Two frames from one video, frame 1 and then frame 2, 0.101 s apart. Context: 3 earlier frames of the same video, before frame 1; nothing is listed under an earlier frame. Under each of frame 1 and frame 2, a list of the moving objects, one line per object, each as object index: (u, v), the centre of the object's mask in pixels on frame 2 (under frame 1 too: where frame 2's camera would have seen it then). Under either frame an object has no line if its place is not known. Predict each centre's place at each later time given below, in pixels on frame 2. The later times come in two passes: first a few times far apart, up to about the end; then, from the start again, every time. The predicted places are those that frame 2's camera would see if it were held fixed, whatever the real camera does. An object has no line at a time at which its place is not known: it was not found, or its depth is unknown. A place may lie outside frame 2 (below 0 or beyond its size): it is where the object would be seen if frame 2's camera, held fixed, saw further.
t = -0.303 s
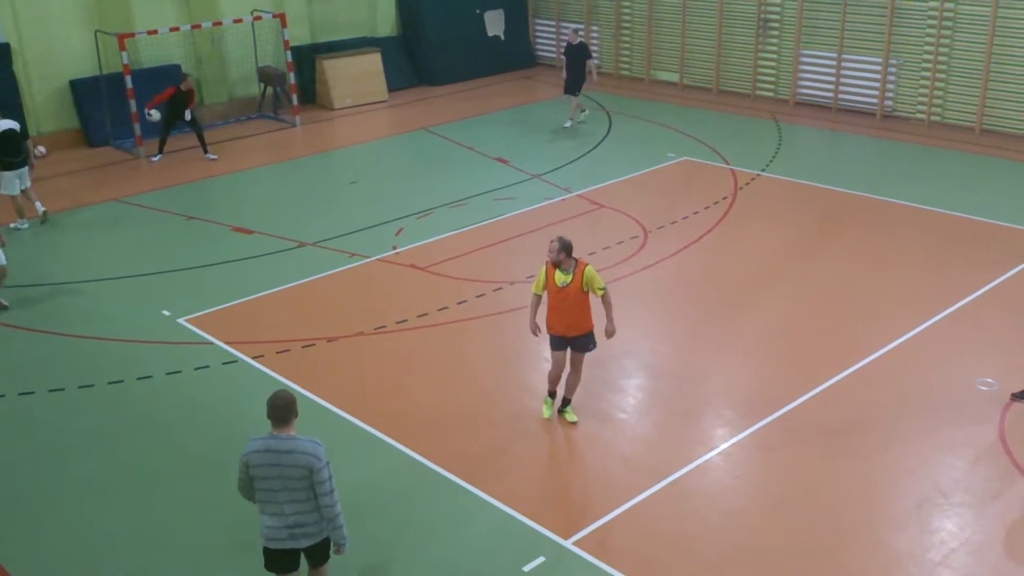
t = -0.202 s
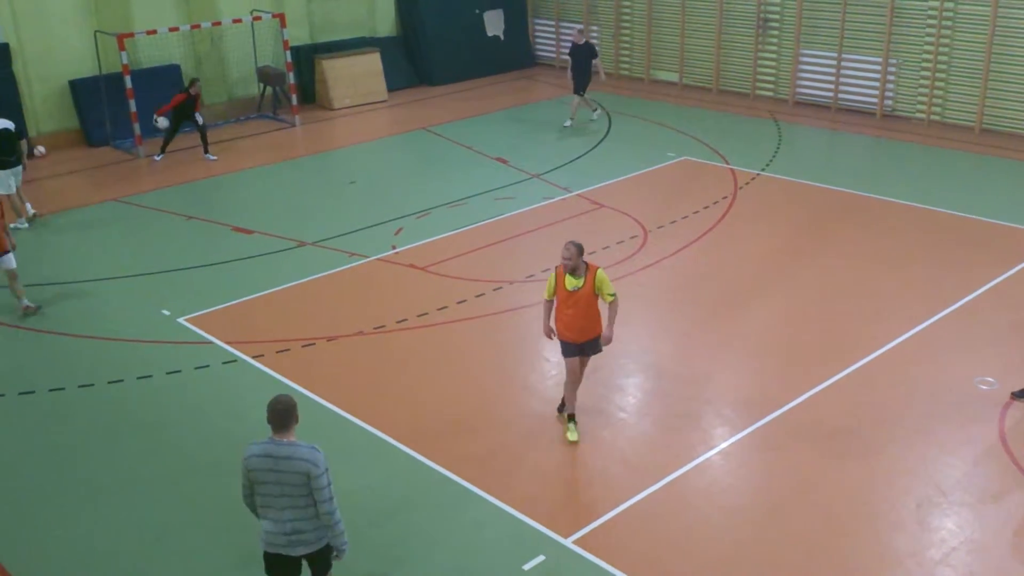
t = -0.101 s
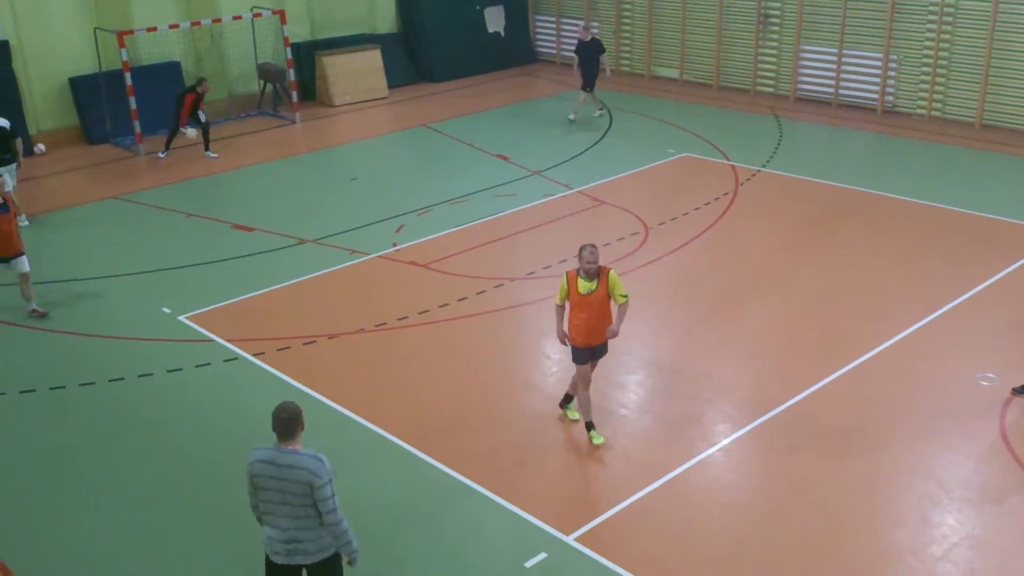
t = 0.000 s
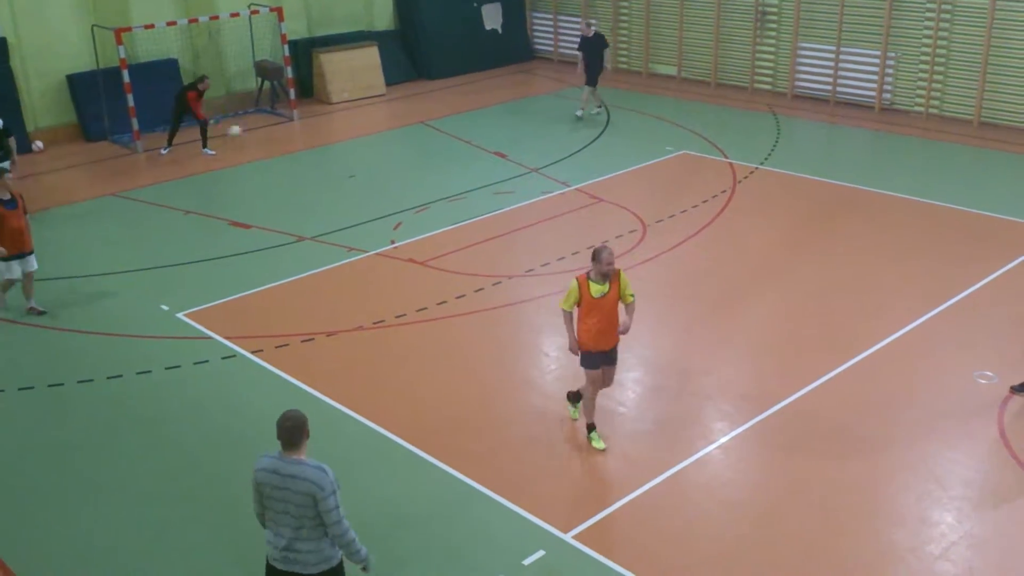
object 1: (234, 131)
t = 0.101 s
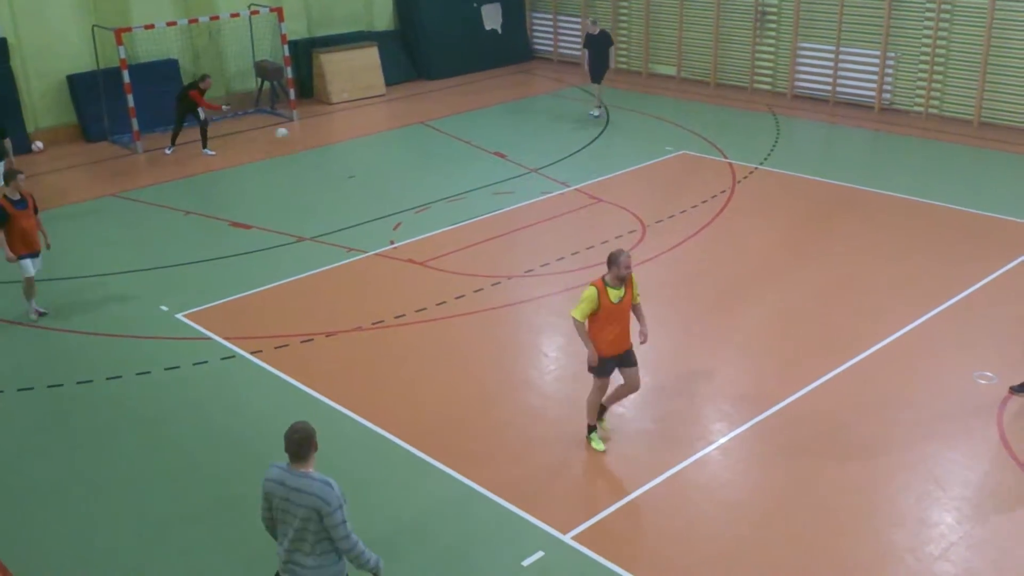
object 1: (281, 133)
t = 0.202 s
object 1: (326, 139)
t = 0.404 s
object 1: (391, 128)
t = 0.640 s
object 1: (460, 124)
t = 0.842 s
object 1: (516, 121)
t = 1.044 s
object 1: (568, 119)
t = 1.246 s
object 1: (619, 114)
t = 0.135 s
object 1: (297, 135)
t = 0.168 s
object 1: (314, 138)
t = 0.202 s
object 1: (326, 139)
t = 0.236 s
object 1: (338, 137)
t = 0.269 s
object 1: (349, 133)
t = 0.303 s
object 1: (360, 131)
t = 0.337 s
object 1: (370, 129)
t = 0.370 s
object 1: (381, 128)
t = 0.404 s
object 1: (391, 128)
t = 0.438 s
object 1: (403, 129)
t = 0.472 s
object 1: (414, 130)
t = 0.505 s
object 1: (423, 130)
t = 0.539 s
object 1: (433, 126)
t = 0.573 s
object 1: (441, 125)
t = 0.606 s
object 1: (451, 124)
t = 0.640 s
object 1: (460, 124)
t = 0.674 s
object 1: (470, 124)
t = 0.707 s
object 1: (479, 126)
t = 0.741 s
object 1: (488, 126)
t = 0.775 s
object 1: (497, 124)
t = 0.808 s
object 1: (507, 122)
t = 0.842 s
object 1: (516, 121)
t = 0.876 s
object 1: (524, 121)
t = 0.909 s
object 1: (533, 121)
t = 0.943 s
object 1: (542, 121)
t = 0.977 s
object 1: (551, 120)
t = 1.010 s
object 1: (559, 119)
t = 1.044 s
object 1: (568, 119)
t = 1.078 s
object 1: (577, 118)
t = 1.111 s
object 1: (585, 117)
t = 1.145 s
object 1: (593, 116)
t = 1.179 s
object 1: (601, 115)
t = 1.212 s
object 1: (611, 114)
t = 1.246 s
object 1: (619, 114)
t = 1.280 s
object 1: (626, 113)
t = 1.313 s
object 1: (635, 113)
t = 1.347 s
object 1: (644, 112)
